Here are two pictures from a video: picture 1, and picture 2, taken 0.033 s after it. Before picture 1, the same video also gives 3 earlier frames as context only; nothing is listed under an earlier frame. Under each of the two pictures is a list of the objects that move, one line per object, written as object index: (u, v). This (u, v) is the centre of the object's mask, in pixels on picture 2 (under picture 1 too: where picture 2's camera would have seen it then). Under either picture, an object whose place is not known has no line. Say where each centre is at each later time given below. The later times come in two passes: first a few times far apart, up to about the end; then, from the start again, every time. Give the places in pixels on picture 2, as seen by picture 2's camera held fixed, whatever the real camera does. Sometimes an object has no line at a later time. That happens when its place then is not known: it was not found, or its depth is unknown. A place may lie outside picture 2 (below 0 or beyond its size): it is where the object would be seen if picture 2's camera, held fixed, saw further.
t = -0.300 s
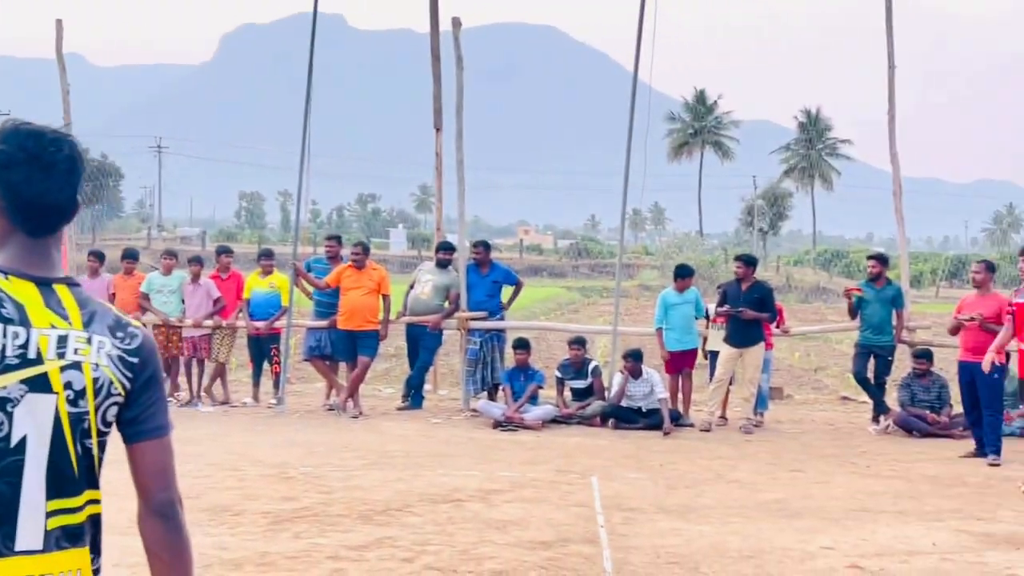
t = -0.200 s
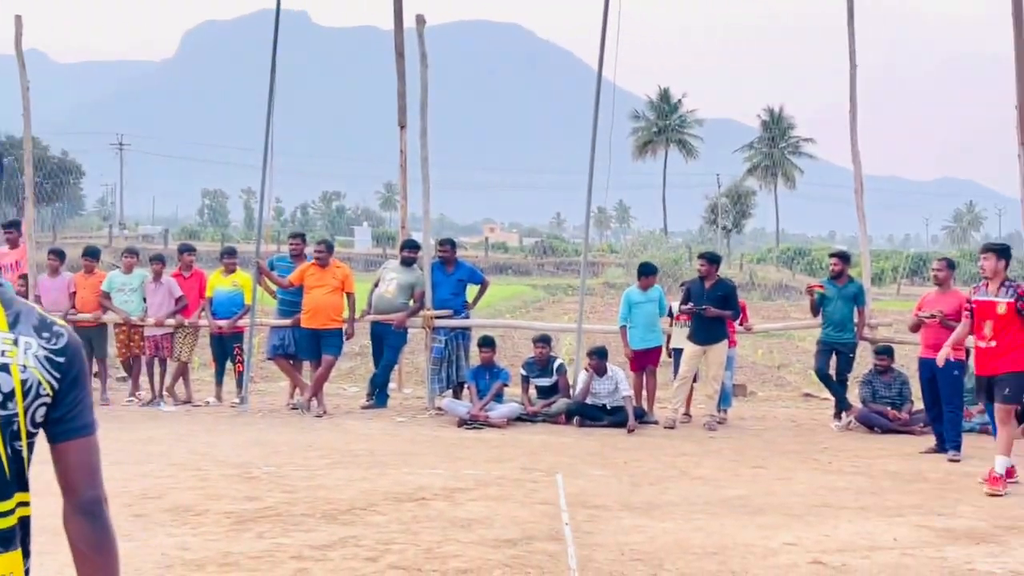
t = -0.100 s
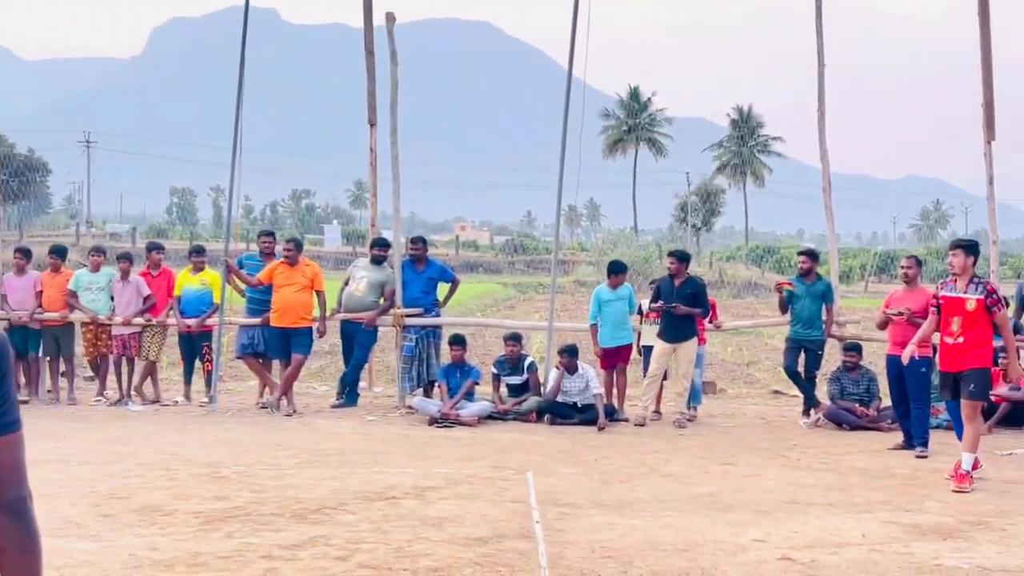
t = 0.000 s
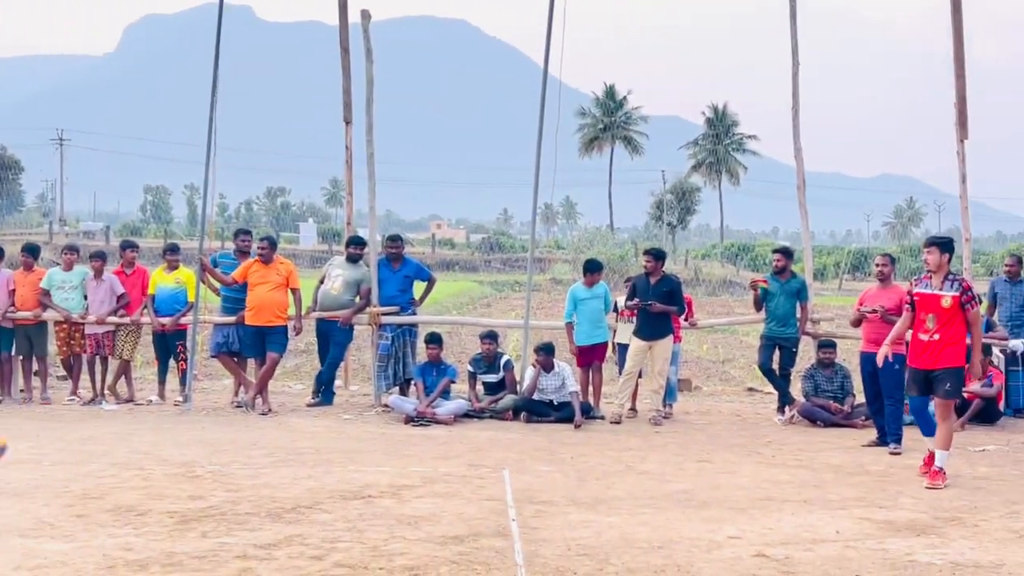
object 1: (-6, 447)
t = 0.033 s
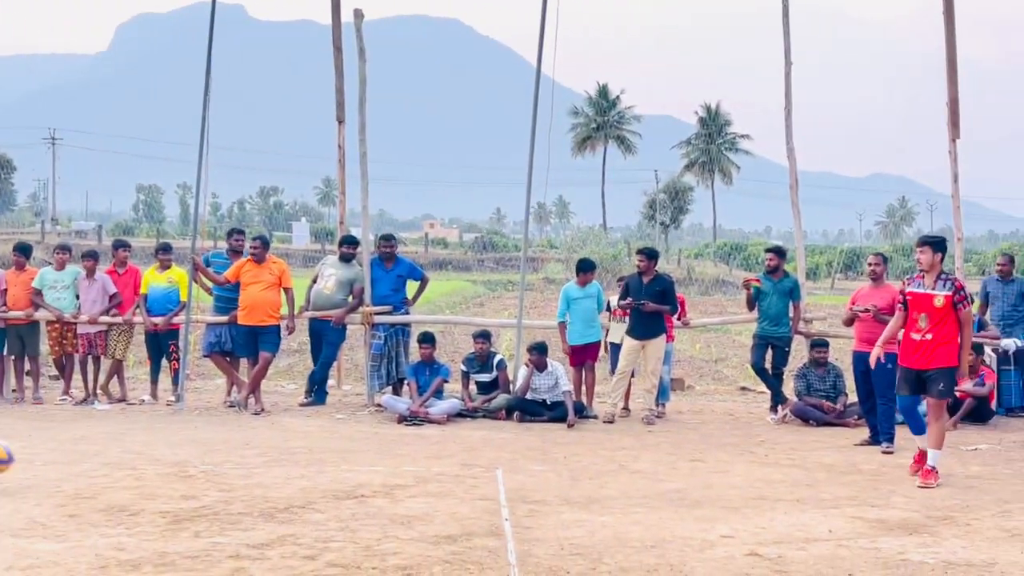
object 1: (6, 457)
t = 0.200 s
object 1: (74, 450)
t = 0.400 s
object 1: (168, 458)
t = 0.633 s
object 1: (279, 466)
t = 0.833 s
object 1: (374, 485)
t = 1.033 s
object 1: (471, 486)
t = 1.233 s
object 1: (571, 508)
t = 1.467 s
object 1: (692, 520)
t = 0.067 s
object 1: (17, 471)
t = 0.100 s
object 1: (29, 470)
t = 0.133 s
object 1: (43, 461)
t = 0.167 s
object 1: (57, 455)
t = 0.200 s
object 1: (74, 450)
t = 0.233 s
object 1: (89, 447)
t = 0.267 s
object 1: (104, 446)
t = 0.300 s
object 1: (121, 447)
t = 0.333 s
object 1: (137, 448)
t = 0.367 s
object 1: (152, 453)
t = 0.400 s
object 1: (168, 458)
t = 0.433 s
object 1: (184, 466)
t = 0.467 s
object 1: (200, 475)
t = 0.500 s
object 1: (216, 487)
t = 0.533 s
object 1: (232, 480)
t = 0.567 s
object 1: (247, 474)
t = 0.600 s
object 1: (262, 469)
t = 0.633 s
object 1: (279, 466)
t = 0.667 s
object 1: (295, 464)
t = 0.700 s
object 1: (310, 465)
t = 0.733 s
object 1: (326, 467)
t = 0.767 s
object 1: (342, 471)
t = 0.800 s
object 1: (358, 478)
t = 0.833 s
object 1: (374, 485)
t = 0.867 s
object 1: (390, 495)
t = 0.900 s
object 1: (406, 497)
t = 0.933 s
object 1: (423, 492)
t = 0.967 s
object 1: (440, 488)
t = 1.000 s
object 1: (455, 487)
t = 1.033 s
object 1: (471, 486)
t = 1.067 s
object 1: (488, 487)
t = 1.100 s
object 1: (506, 492)
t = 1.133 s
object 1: (520, 498)
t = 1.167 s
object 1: (537, 506)
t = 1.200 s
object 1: (555, 514)
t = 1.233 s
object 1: (571, 508)
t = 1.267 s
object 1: (587, 503)
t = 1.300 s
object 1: (605, 501)
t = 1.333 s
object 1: (622, 501)
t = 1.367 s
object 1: (640, 502)
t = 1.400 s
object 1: (657, 506)
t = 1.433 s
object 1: (675, 512)
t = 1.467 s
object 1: (692, 520)
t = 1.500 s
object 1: (710, 525)
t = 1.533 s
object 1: (727, 519)
